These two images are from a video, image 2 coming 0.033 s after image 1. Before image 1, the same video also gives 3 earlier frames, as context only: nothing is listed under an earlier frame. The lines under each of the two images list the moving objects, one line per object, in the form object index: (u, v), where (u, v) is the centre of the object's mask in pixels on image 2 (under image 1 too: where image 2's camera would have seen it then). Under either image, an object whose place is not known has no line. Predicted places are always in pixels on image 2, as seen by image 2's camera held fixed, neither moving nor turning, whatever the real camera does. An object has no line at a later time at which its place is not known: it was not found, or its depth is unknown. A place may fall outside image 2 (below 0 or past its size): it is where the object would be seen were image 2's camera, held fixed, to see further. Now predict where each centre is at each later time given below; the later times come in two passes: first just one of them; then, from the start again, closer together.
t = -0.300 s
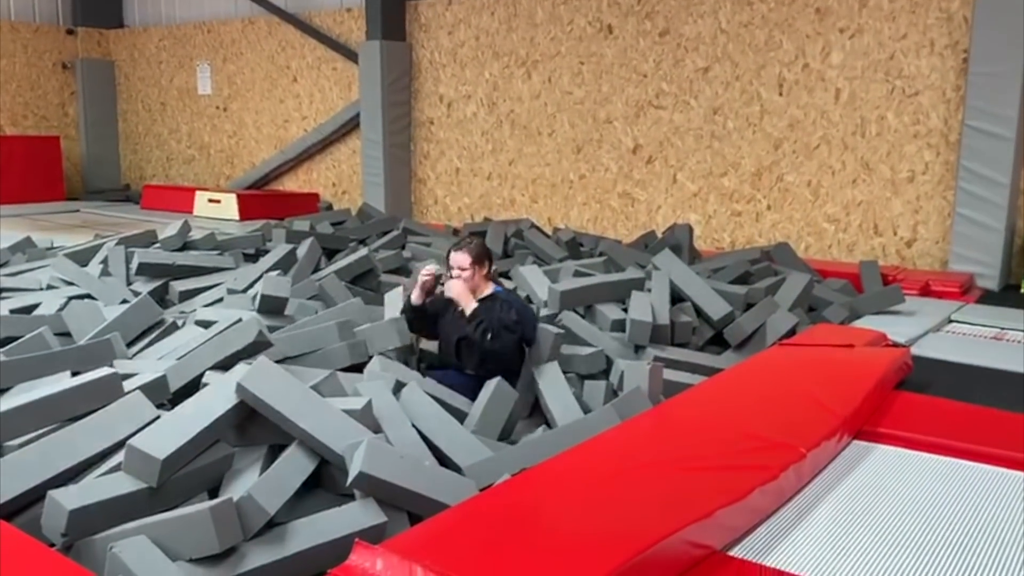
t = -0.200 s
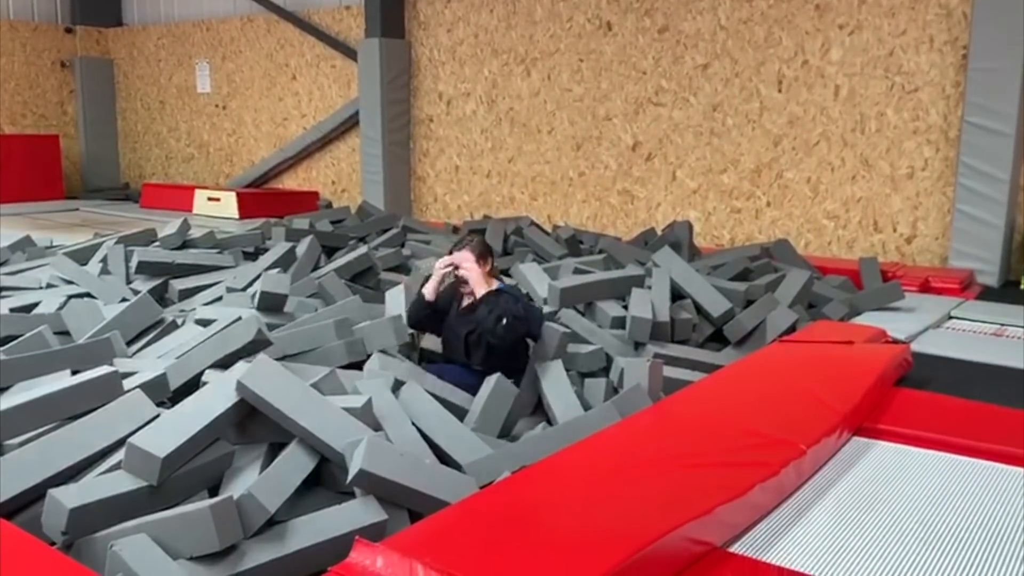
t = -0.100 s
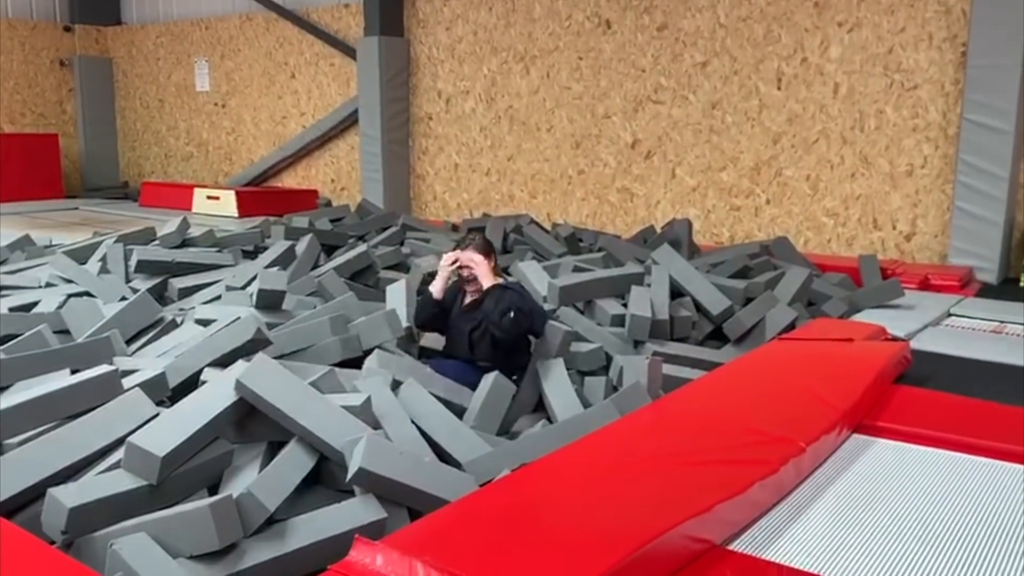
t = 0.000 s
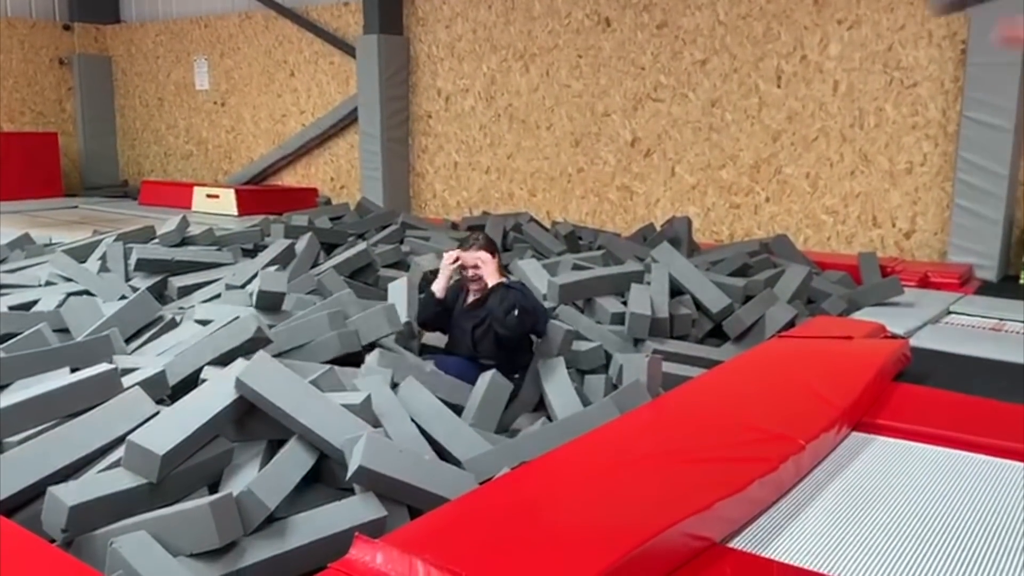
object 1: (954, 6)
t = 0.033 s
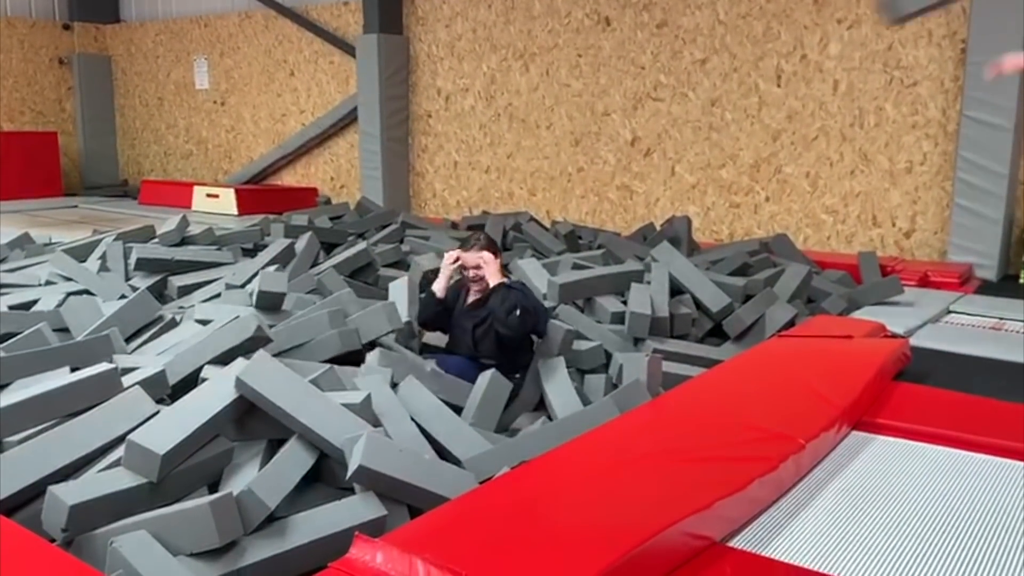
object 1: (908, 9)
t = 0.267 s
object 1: (641, 117)
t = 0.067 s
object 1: (866, 16)
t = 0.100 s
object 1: (833, 25)
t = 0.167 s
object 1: (756, 51)
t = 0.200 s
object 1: (715, 71)
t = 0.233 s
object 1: (676, 93)
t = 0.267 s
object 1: (641, 117)
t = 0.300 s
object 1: (606, 140)
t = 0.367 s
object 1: (545, 189)
